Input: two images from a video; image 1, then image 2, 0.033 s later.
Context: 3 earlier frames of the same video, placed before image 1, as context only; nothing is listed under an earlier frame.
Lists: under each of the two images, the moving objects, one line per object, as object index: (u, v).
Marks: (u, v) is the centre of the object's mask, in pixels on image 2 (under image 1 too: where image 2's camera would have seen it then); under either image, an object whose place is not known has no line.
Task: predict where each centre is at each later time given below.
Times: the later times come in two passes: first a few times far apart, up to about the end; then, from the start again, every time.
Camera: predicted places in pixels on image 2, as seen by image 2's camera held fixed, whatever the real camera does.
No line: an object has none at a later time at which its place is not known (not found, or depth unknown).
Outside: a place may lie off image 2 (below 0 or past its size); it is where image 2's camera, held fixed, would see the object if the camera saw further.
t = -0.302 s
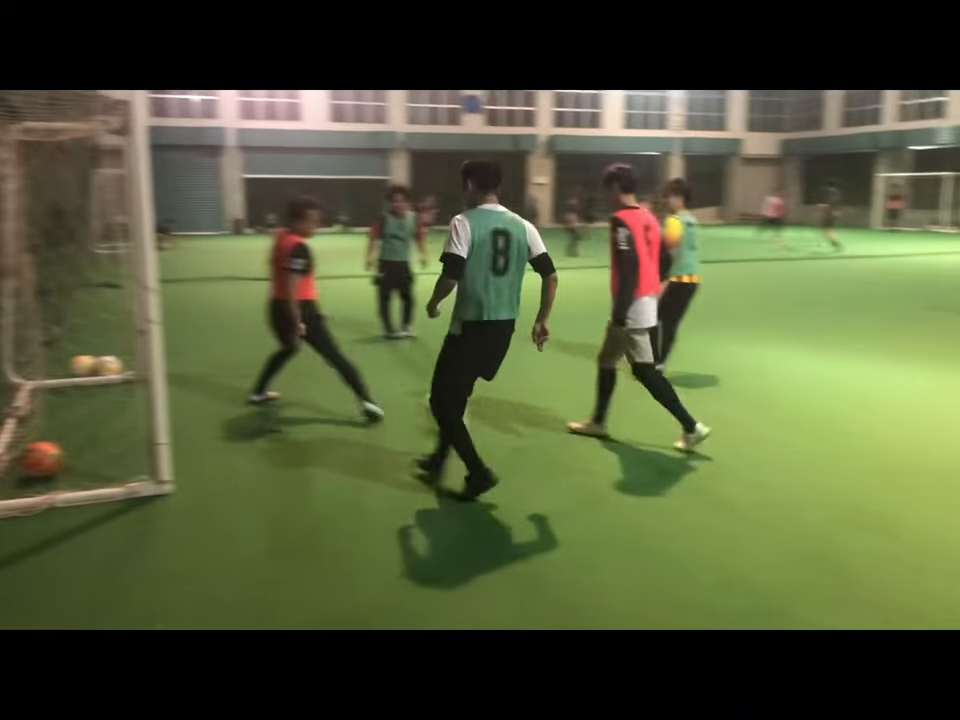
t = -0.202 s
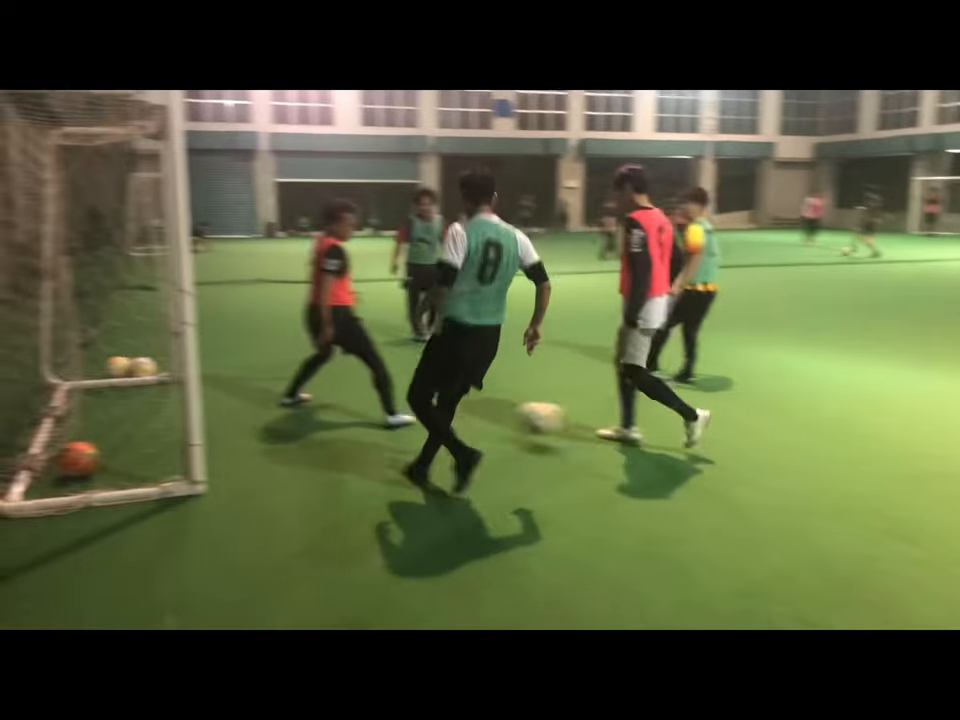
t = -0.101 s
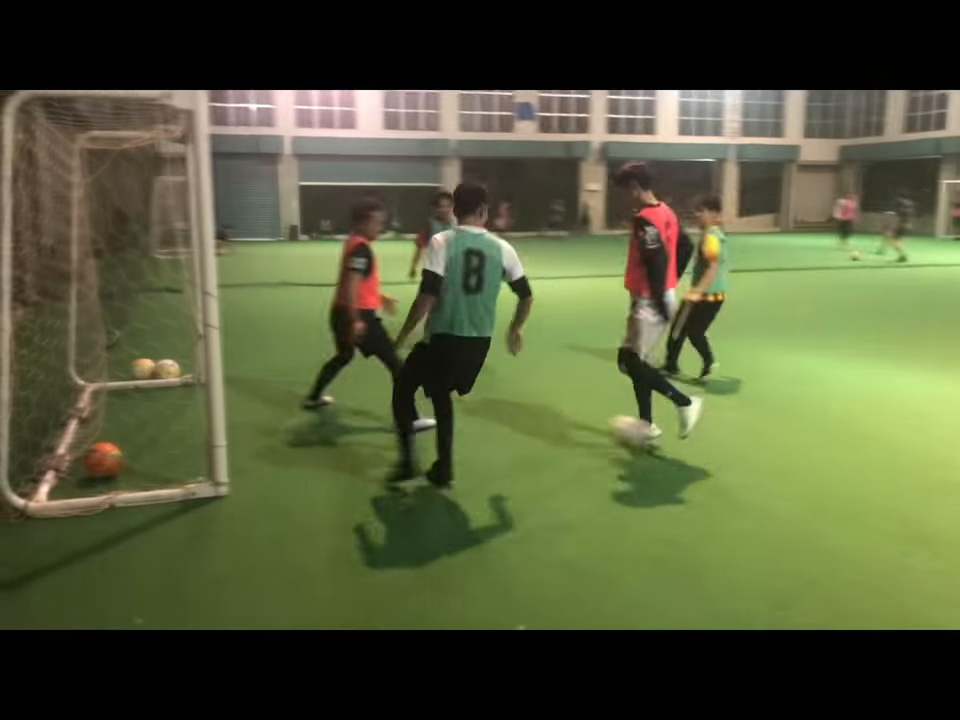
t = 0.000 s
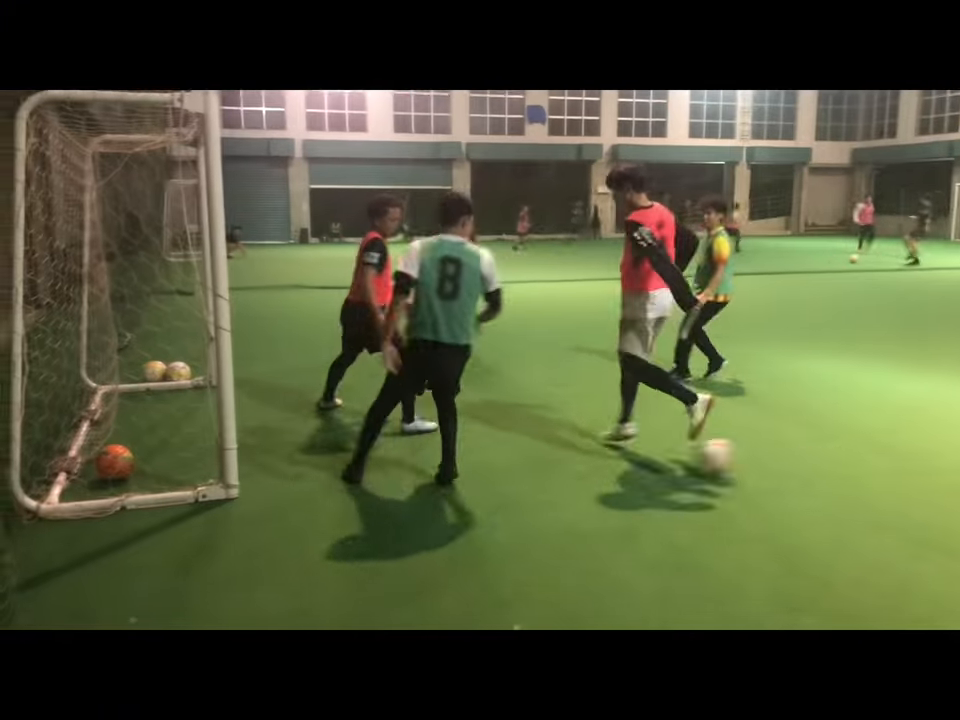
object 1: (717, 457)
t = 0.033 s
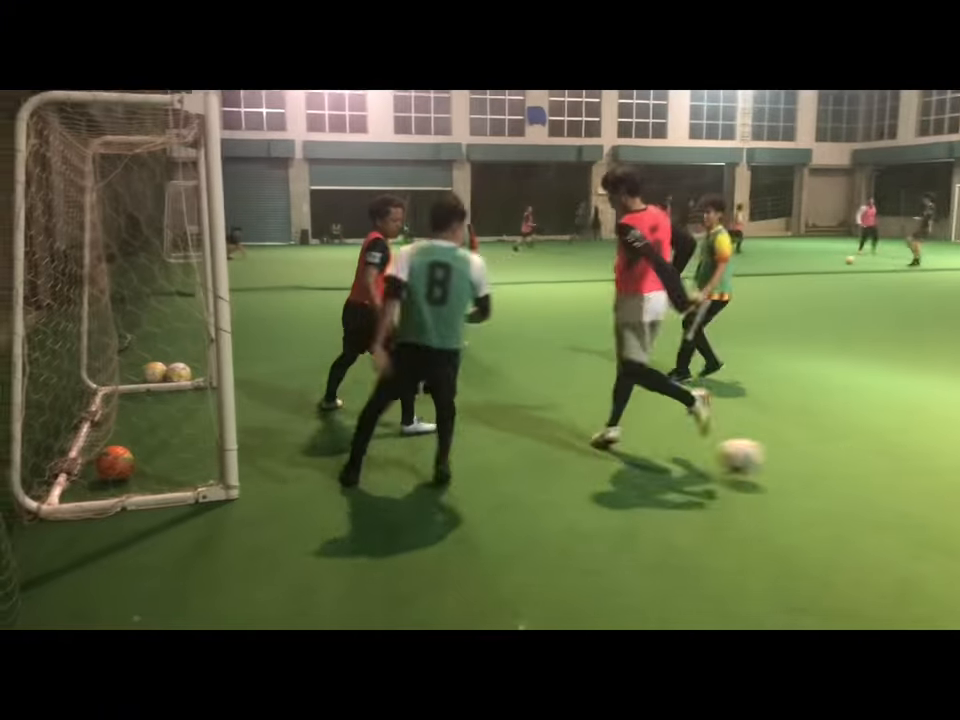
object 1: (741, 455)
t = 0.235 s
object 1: (900, 488)
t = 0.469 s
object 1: (1103, 519)
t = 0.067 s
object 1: (767, 457)
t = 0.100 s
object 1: (792, 462)
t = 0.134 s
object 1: (824, 468)
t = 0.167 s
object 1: (844, 475)
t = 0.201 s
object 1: (872, 484)
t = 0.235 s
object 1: (900, 488)
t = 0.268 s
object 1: (925, 490)
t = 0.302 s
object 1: (955, 495)
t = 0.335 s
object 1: (984, 502)
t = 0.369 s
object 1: (1014, 506)
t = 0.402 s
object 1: (1042, 508)
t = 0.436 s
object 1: (1071, 512)
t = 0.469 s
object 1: (1103, 519)
